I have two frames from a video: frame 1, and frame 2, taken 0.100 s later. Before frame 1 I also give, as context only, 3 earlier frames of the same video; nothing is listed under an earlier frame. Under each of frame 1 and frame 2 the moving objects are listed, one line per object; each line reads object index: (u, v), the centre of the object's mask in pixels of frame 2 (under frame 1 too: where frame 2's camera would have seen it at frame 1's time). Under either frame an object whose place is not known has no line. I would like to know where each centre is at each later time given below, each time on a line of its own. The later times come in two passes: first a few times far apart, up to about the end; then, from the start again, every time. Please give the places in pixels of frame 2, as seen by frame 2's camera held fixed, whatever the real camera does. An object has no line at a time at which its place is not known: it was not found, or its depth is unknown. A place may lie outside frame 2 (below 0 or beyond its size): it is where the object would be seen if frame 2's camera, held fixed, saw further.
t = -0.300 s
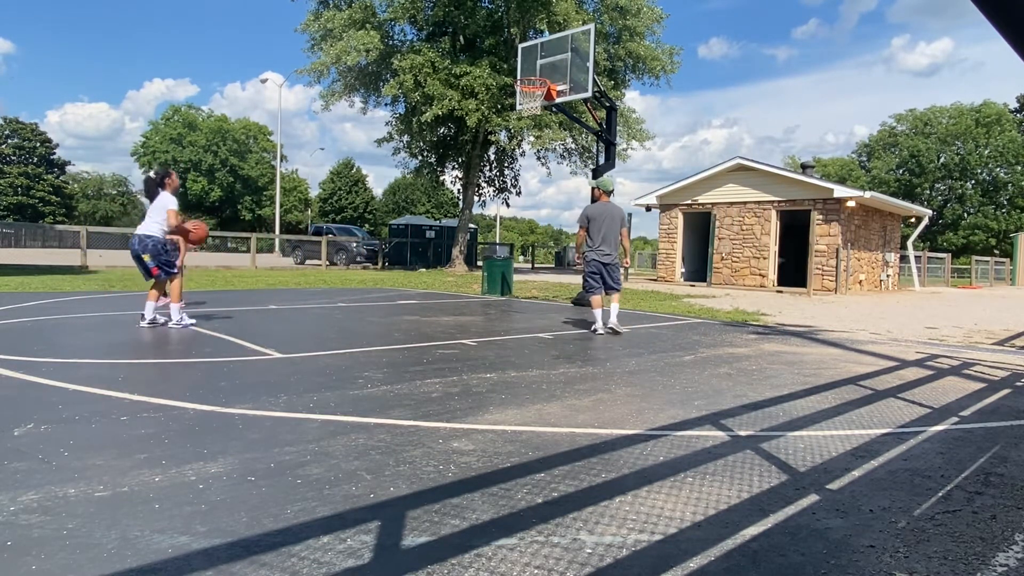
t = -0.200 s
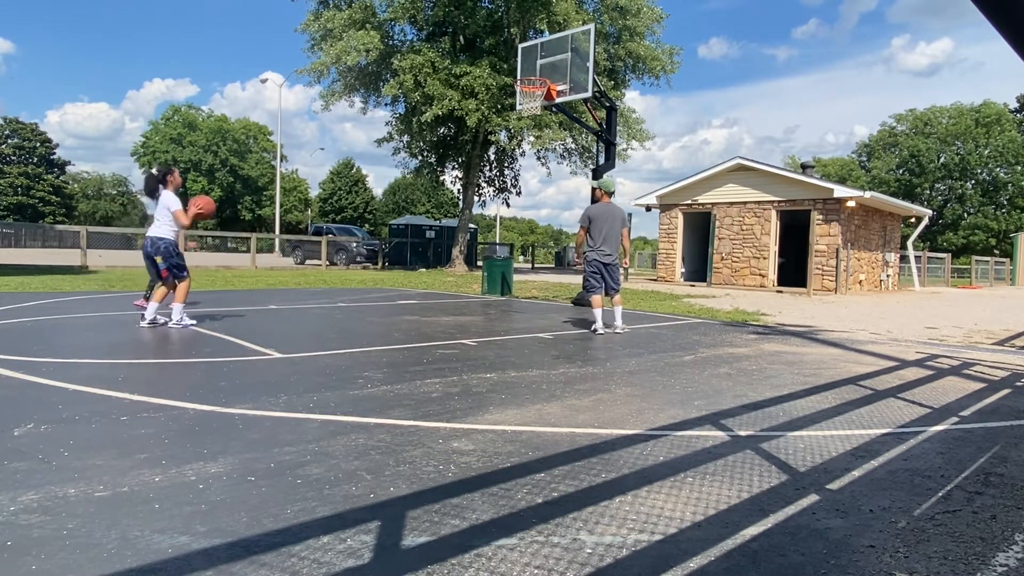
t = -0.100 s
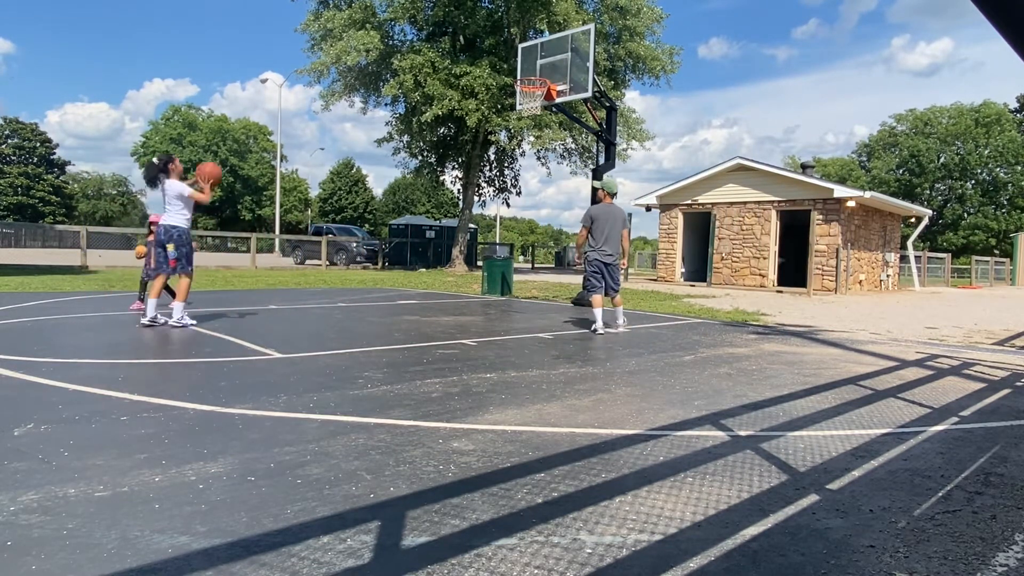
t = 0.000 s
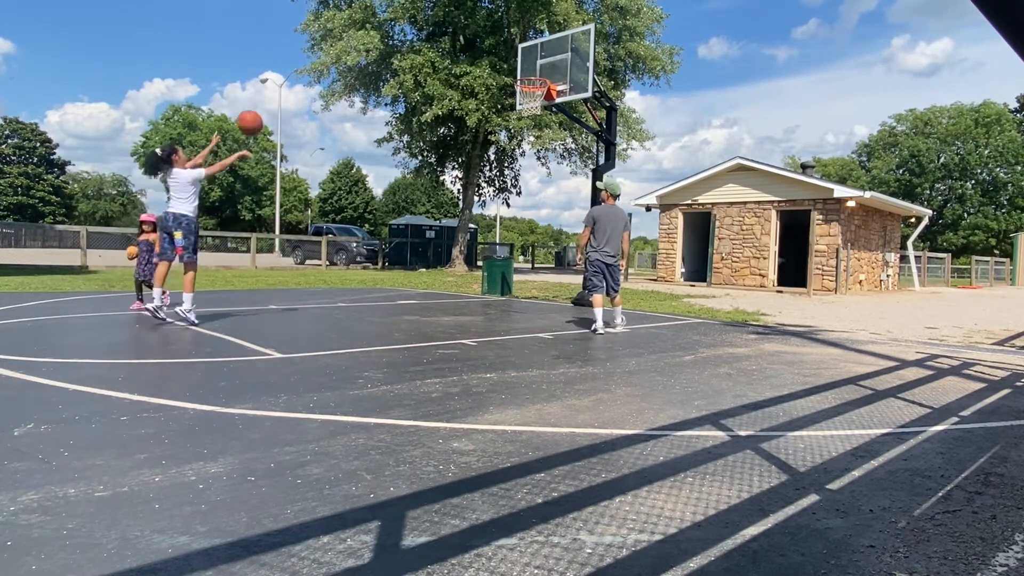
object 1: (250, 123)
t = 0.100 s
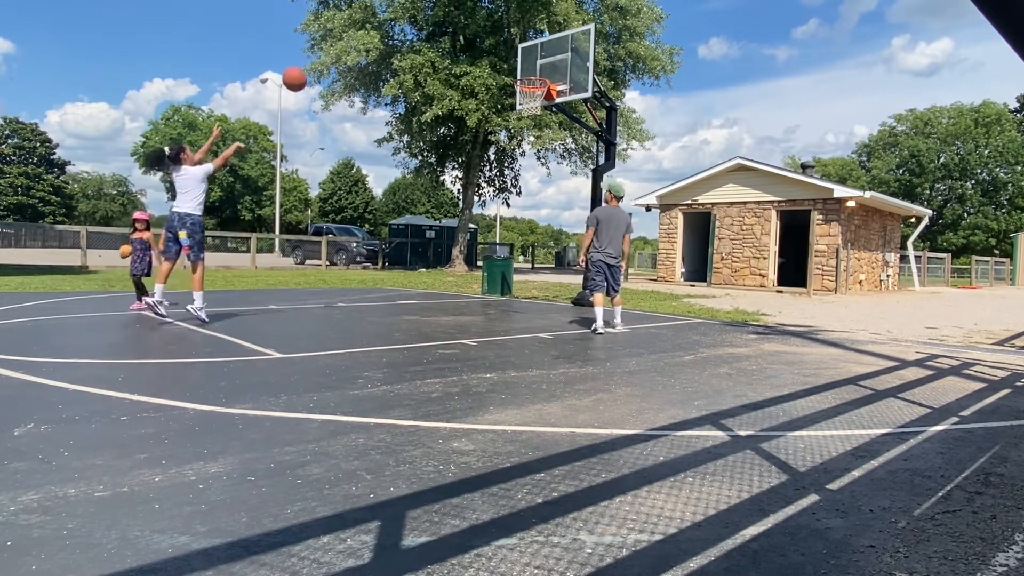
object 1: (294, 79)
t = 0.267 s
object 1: (360, 34)
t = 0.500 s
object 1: (438, 20)
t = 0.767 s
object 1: (510, 57)
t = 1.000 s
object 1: (523, 44)
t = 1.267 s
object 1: (522, 51)
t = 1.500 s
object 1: (517, 109)
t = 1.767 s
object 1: (510, 240)
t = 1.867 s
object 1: (506, 310)
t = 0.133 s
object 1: (308, 67)
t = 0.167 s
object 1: (322, 57)
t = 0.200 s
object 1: (335, 48)
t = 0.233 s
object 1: (348, 40)
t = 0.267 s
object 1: (360, 34)
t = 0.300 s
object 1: (372, 29)
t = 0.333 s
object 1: (384, 25)
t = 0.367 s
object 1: (395, 22)
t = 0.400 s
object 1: (407, 20)
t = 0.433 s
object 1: (417, 19)
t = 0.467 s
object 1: (428, 19)
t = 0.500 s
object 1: (438, 20)
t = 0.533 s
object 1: (448, 22)
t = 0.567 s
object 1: (458, 24)
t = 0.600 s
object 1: (467, 28)
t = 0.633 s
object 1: (476, 32)
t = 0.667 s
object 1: (485, 37)
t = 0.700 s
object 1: (494, 44)
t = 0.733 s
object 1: (502, 50)
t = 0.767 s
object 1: (510, 57)
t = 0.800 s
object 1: (519, 65)
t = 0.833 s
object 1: (523, 69)
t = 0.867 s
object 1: (523, 62)
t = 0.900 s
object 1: (524, 56)
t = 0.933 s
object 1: (524, 51)
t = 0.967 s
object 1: (523, 47)
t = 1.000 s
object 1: (523, 44)
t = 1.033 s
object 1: (523, 42)
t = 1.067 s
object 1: (523, 40)
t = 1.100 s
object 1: (523, 40)
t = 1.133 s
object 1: (523, 40)
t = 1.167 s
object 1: (523, 41)
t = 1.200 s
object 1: (523, 43)
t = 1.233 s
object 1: (522, 47)
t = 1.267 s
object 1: (522, 51)
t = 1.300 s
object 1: (521, 56)
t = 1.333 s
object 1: (521, 62)
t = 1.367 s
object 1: (520, 69)
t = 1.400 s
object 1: (519, 78)
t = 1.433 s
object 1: (519, 87)
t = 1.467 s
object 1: (518, 97)
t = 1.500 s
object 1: (517, 109)
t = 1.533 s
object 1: (517, 121)
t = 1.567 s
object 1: (515, 134)
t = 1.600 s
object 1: (515, 149)
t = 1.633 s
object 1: (514, 165)
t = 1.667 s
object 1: (513, 182)
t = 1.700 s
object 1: (512, 201)
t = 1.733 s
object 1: (511, 220)
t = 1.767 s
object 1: (510, 240)
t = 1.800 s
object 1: (508, 262)
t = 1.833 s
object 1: (507, 285)
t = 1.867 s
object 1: (506, 310)
